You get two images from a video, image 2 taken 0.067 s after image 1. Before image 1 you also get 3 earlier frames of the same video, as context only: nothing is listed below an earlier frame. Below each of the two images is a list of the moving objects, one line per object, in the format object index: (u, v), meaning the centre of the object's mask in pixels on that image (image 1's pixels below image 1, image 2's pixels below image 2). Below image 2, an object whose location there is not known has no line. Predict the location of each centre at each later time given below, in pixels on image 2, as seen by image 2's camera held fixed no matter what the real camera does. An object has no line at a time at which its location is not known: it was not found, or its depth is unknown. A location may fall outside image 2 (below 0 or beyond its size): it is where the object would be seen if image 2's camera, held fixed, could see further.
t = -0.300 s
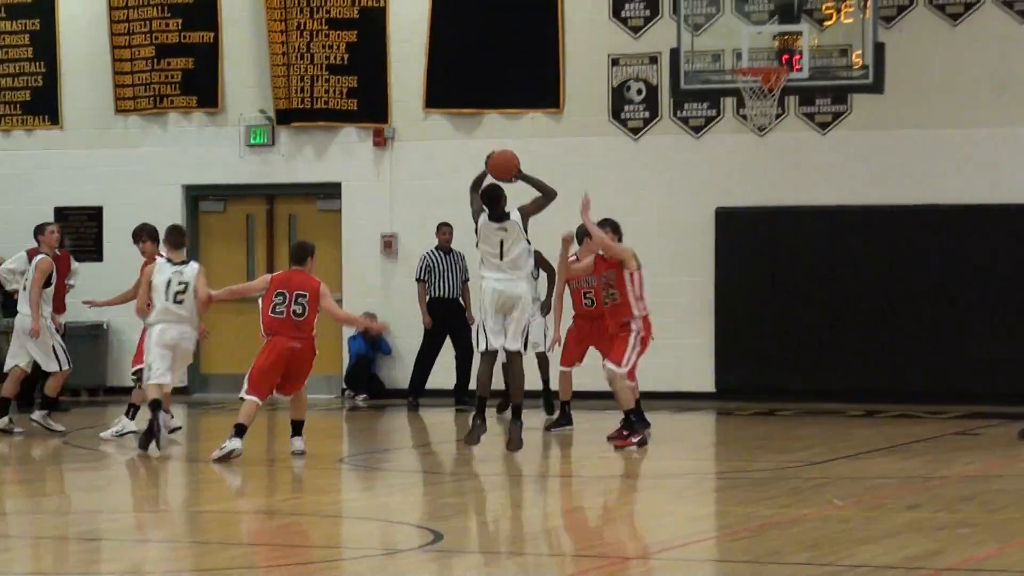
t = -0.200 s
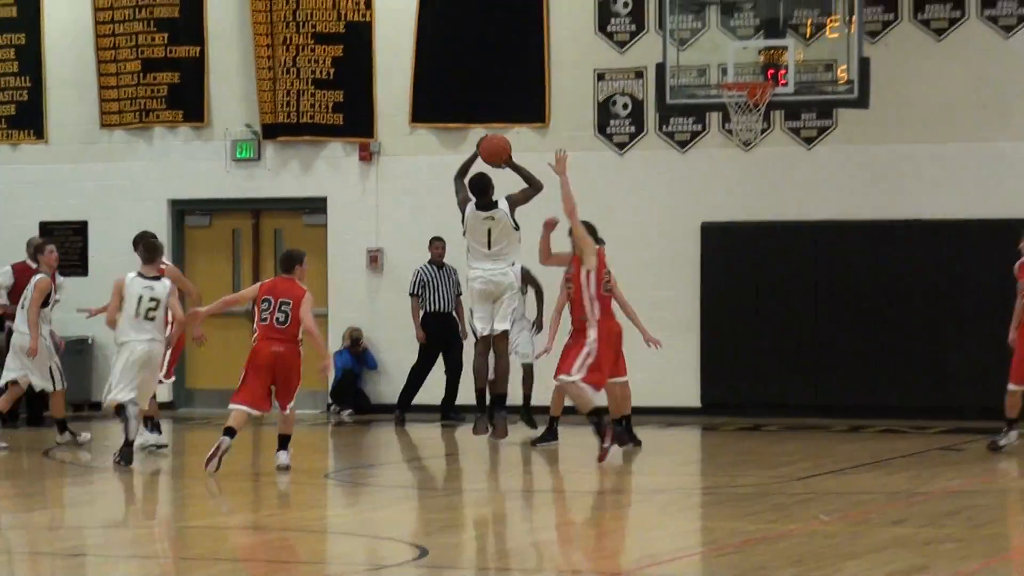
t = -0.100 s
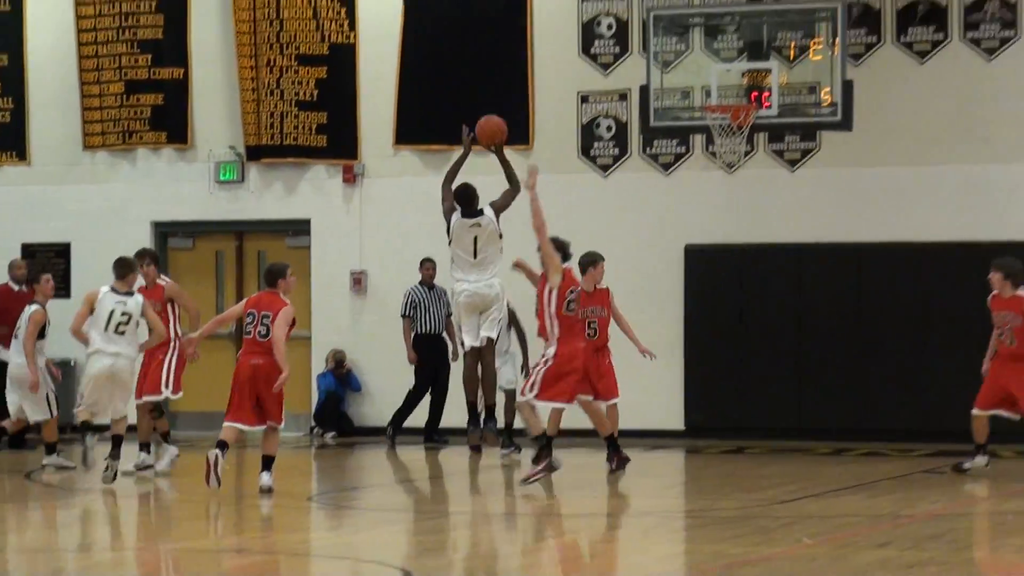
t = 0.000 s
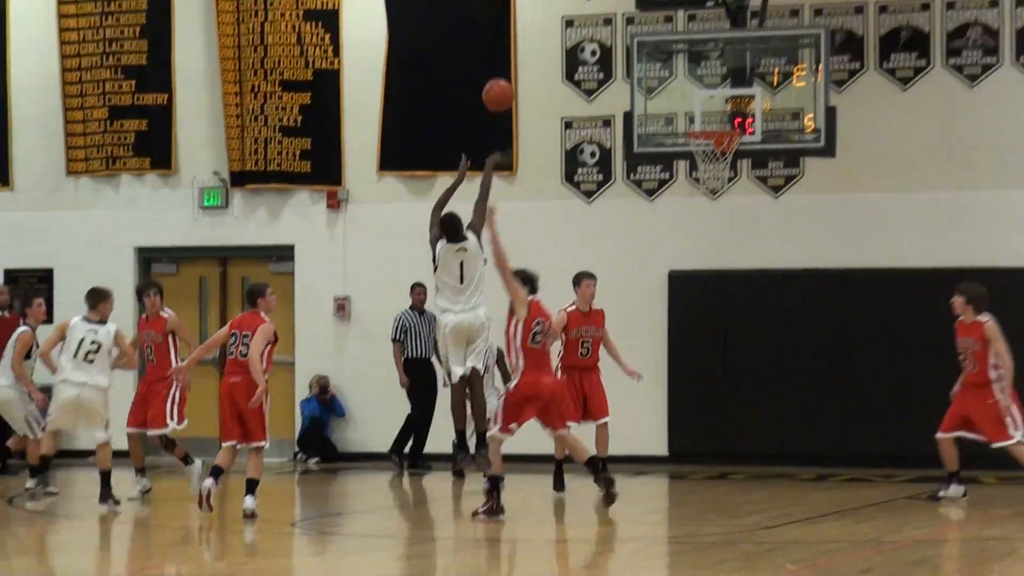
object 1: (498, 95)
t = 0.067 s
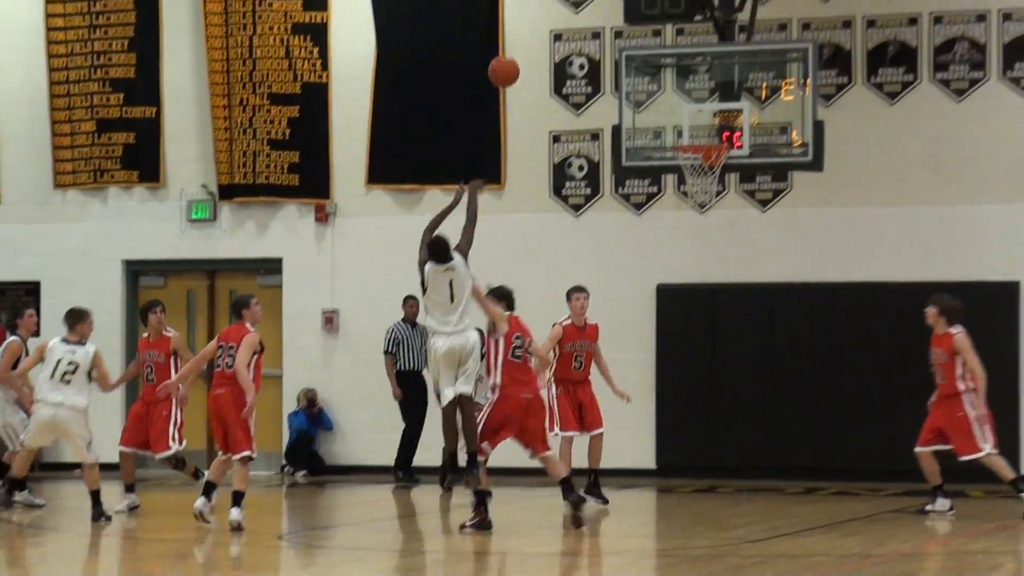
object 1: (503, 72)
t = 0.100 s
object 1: (514, 53)
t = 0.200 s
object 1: (539, 14)
